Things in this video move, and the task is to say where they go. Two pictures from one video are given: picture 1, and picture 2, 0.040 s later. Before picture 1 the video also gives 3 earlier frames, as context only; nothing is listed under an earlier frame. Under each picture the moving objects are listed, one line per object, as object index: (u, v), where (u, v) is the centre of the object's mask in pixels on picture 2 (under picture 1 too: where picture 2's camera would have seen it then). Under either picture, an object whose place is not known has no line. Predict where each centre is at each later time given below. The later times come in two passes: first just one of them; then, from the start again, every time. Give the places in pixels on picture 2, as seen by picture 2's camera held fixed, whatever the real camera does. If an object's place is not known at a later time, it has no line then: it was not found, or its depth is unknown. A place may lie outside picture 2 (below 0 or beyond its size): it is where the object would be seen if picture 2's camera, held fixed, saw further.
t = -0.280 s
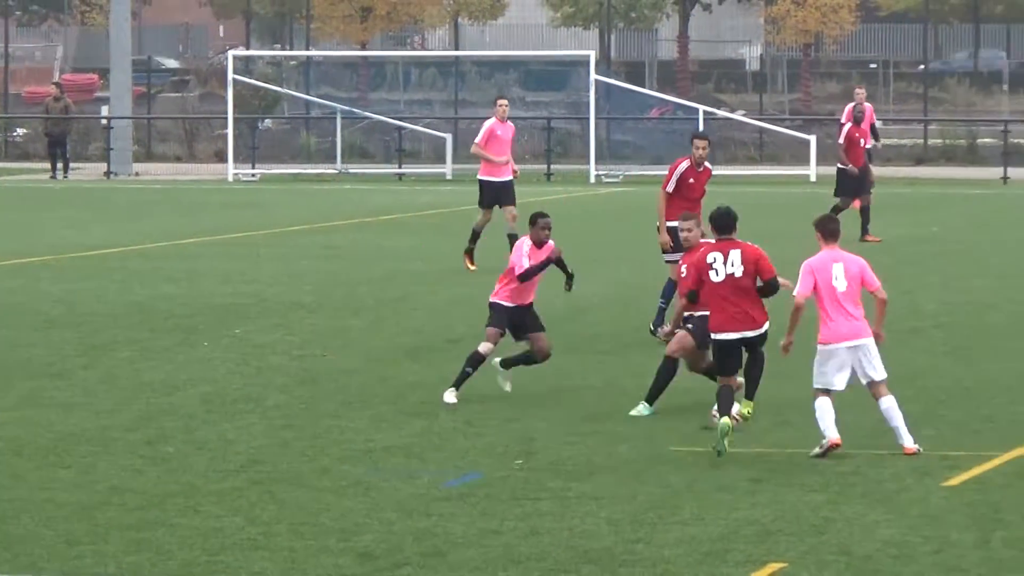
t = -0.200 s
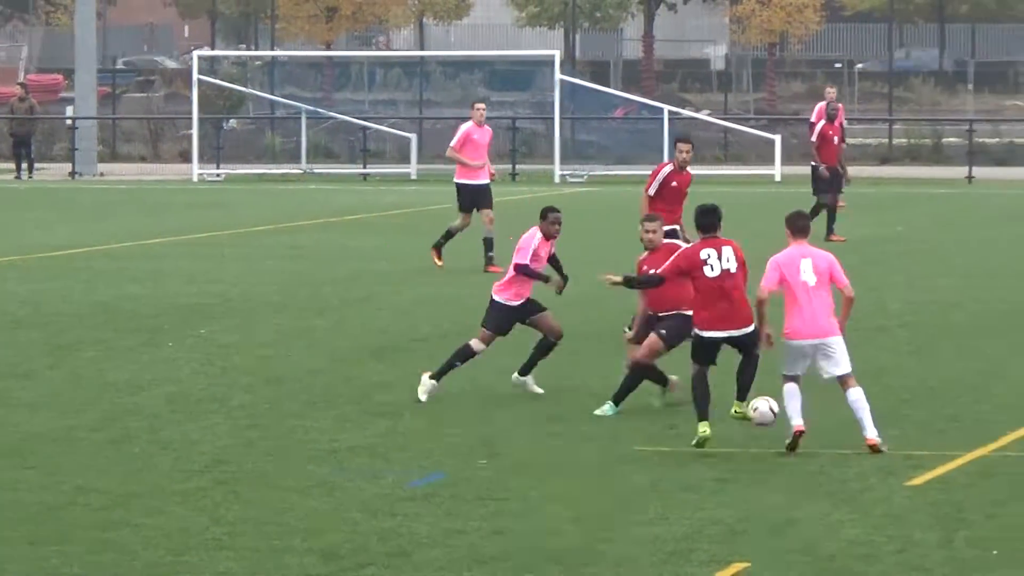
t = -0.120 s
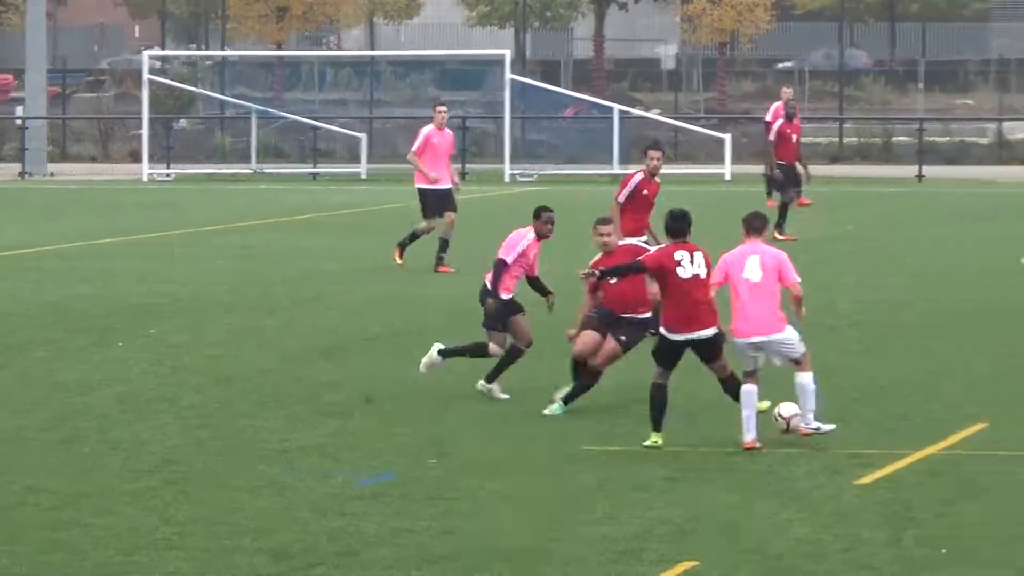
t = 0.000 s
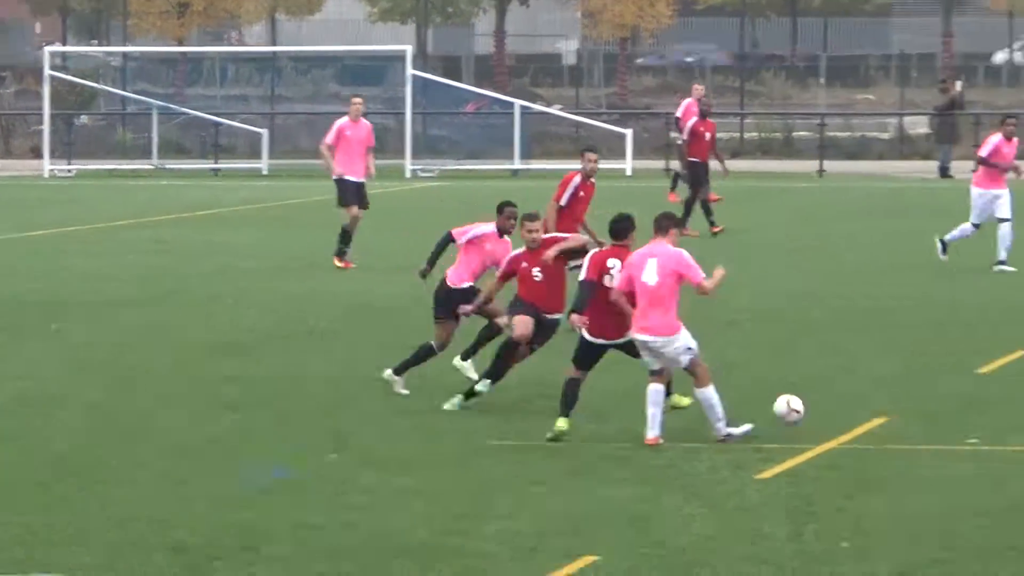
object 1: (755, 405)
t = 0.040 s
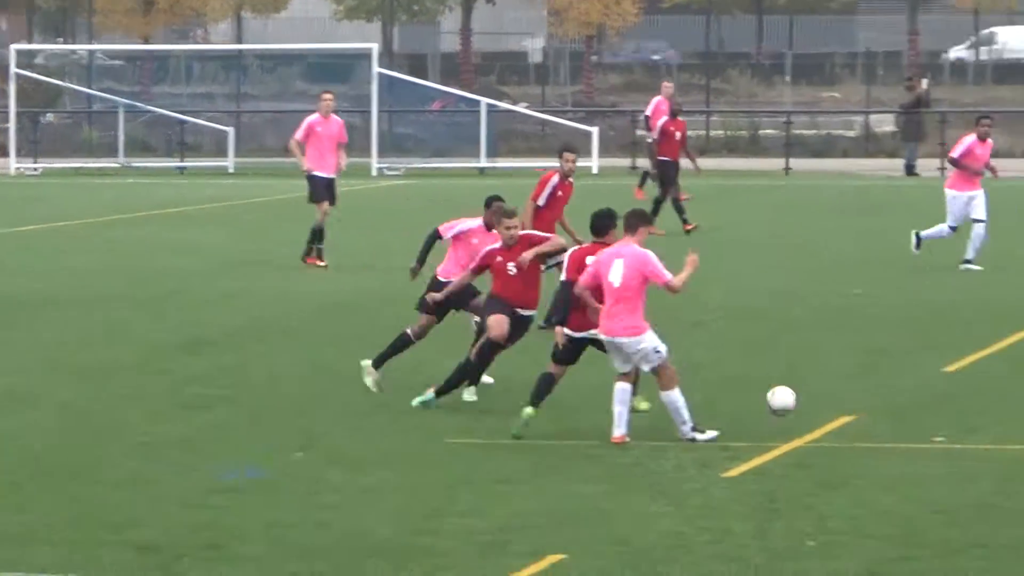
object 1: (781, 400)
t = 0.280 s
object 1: (935, 406)
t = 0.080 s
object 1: (807, 399)
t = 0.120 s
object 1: (833, 395)
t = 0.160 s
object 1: (859, 395)
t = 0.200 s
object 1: (884, 397)
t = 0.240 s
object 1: (909, 401)
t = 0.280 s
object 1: (935, 406)
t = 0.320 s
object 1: (959, 411)
